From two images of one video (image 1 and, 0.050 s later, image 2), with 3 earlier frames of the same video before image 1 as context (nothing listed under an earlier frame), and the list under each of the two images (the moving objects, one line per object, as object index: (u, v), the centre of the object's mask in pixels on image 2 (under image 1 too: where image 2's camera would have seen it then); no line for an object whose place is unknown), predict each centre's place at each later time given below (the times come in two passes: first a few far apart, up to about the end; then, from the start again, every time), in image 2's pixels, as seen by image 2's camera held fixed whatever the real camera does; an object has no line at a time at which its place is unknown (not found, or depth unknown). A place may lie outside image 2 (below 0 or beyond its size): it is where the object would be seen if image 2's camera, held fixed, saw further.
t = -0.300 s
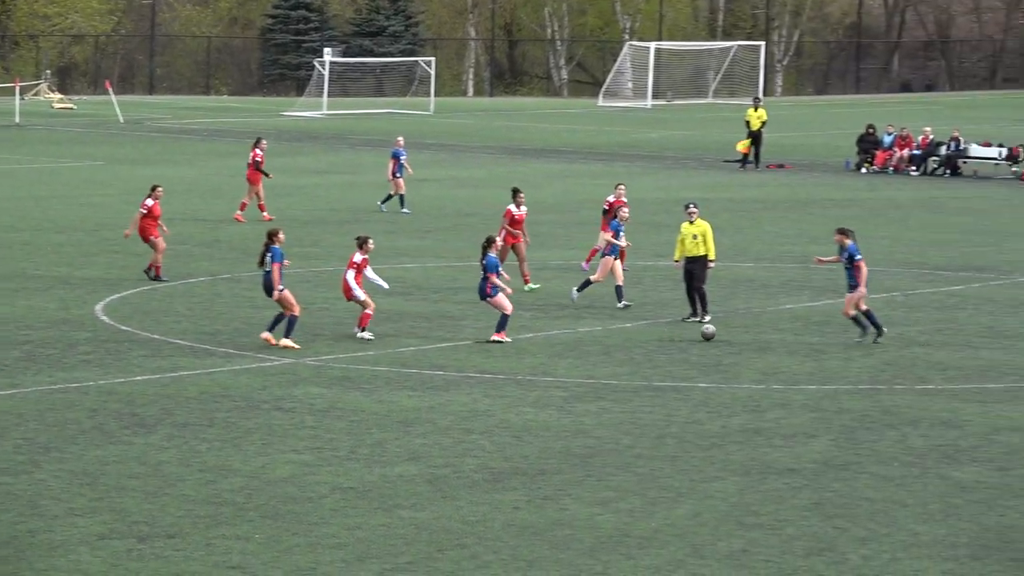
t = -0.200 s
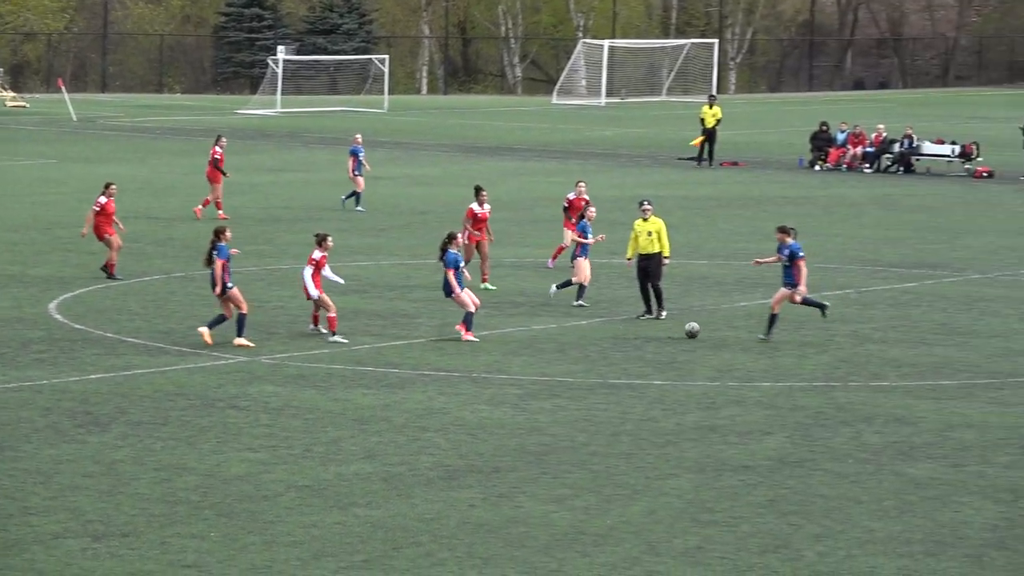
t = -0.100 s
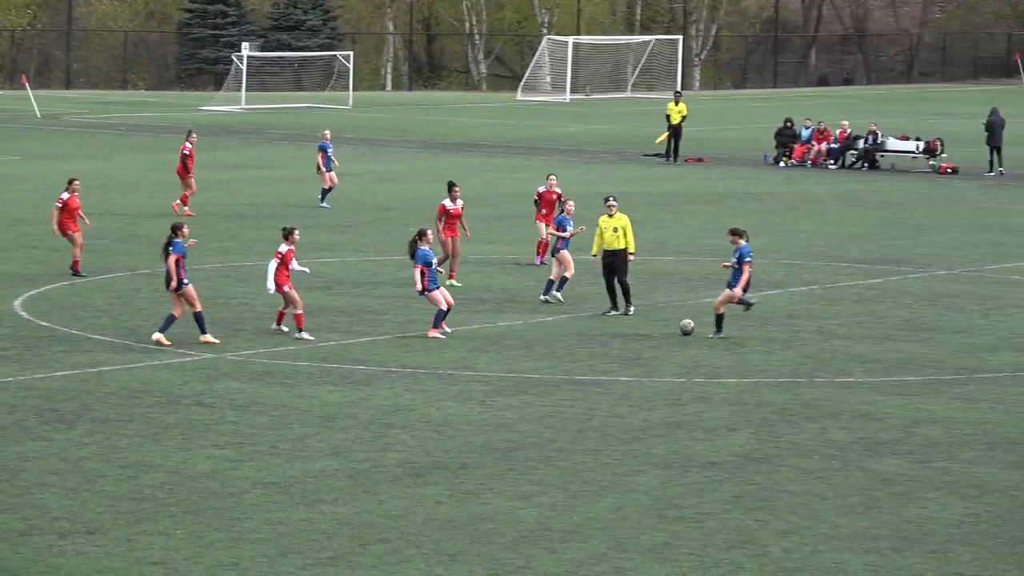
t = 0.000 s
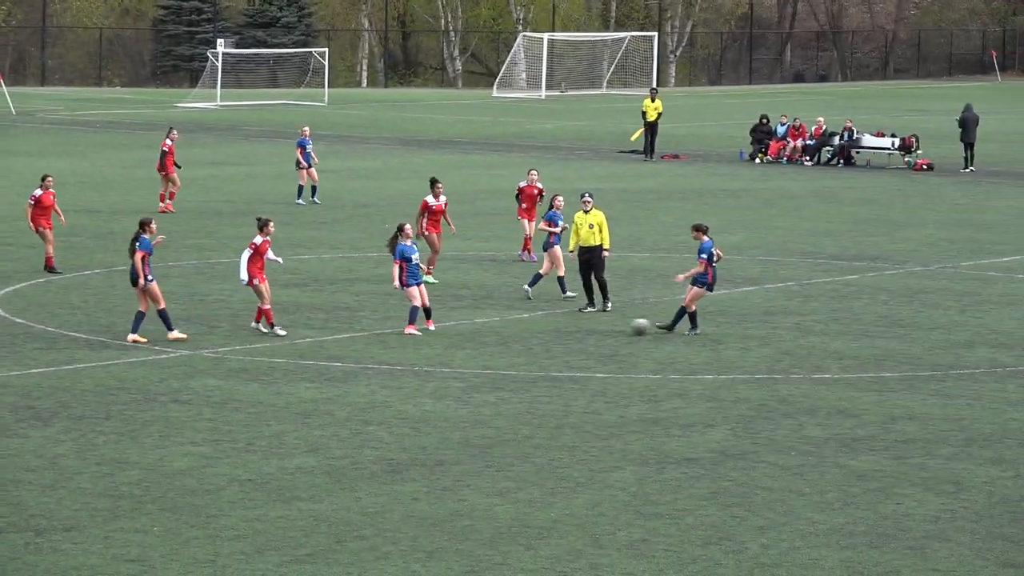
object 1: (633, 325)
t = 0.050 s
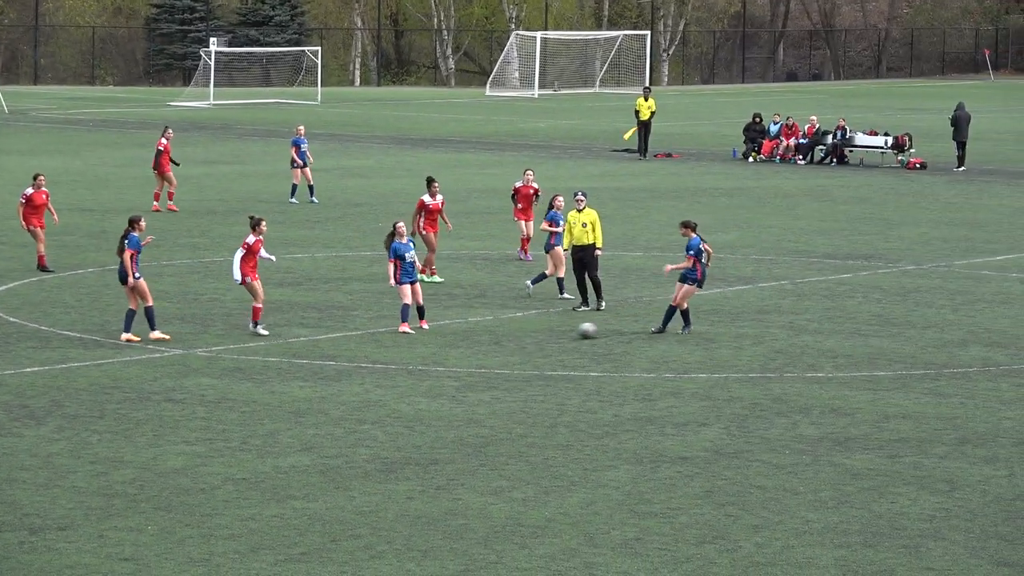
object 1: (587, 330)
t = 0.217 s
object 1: (433, 347)
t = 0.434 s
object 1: (240, 369)
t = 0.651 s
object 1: (56, 389)
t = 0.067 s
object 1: (571, 332)
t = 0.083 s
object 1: (556, 333)
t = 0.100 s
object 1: (539, 334)
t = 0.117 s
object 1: (525, 336)
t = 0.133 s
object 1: (509, 338)
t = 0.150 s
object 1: (493, 340)
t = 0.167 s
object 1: (478, 342)
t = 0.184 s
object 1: (464, 344)
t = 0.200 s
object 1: (448, 345)
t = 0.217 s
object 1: (433, 347)
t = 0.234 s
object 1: (417, 349)
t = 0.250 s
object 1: (403, 350)
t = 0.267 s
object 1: (388, 351)
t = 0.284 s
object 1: (373, 352)
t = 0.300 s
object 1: (359, 353)
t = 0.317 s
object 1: (344, 354)
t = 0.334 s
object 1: (329, 355)
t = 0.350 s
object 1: (315, 357)
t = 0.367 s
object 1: (299, 359)
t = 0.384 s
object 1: (285, 361)
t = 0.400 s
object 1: (270, 363)
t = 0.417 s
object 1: (255, 366)
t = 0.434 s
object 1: (240, 369)
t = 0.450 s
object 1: (226, 371)
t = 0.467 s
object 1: (211, 371)
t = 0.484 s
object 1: (198, 372)
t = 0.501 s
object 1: (183, 373)
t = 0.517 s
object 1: (169, 374)
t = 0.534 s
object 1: (155, 376)
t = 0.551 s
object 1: (141, 378)
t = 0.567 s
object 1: (126, 380)
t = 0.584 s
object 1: (111, 383)
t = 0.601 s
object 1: (97, 386)
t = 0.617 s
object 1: (83, 387)
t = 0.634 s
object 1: (70, 388)
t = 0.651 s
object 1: (56, 389)
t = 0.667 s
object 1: (43, 390)
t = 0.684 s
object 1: (29, 392)
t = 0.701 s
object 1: (15, 394)
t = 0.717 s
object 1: (2, 396)
